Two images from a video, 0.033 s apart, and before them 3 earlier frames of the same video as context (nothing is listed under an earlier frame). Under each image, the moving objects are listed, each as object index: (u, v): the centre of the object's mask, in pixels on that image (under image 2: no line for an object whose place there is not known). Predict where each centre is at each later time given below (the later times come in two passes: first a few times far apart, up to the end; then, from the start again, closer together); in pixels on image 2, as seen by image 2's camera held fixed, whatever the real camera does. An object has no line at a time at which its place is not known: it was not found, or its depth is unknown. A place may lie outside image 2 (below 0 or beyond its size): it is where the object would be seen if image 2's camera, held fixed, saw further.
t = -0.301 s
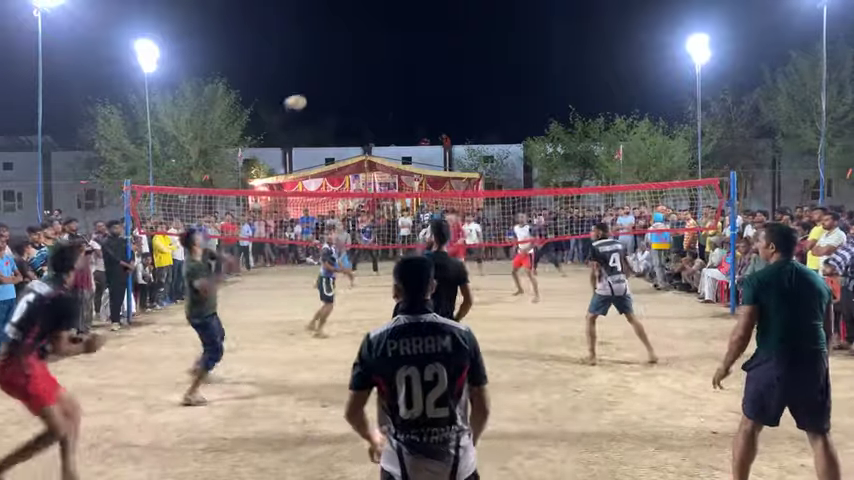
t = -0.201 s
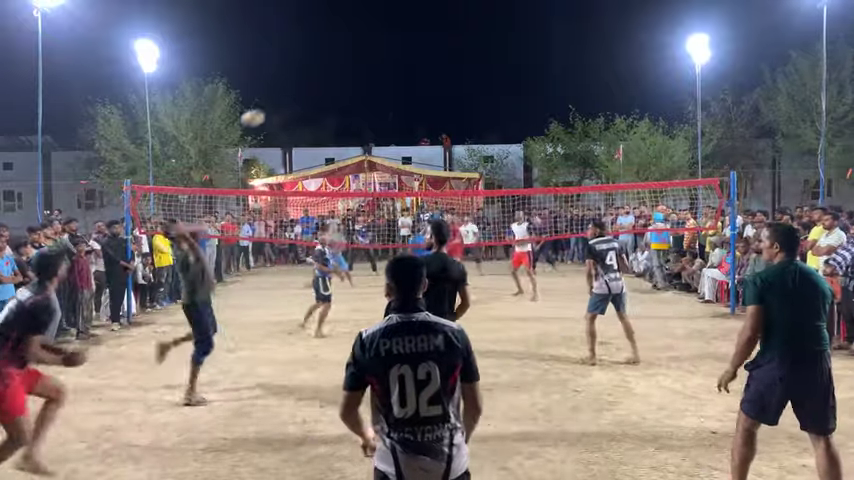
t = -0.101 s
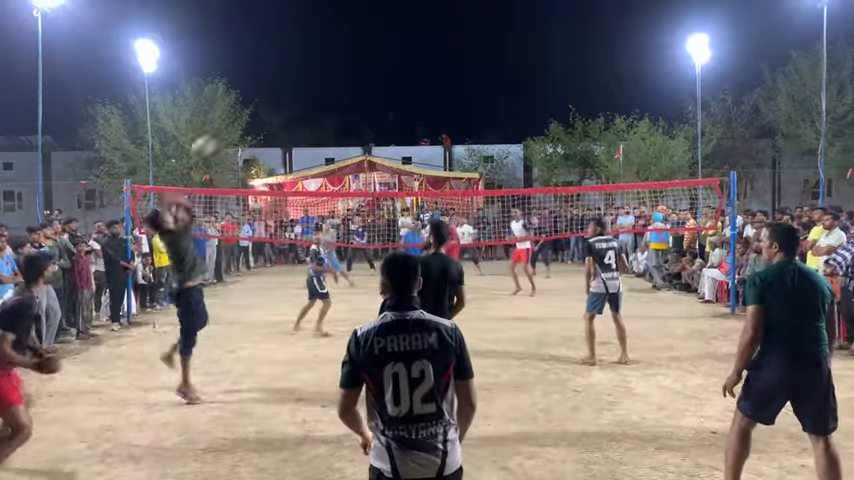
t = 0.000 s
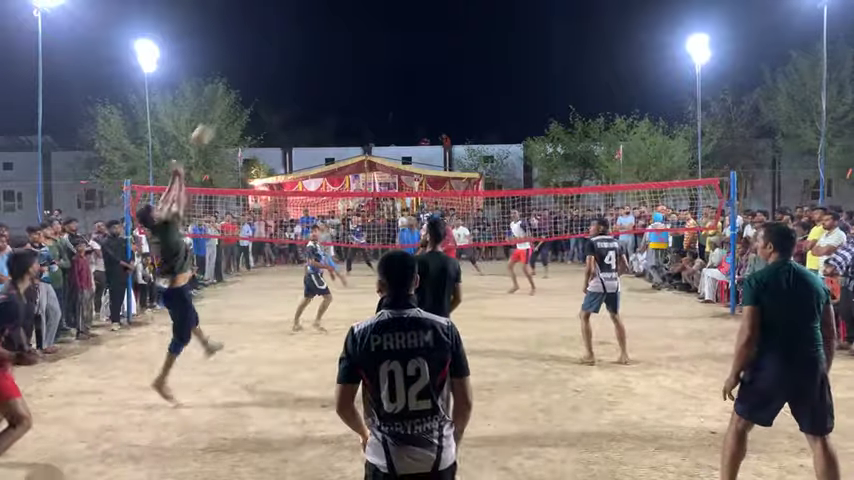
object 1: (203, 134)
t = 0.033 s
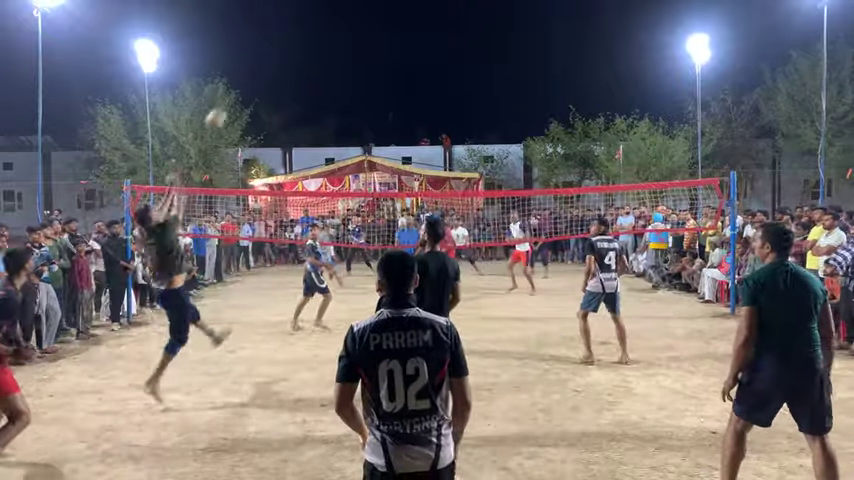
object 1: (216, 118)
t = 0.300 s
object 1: (293, 51)
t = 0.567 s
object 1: (340, 52)
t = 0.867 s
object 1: (375, 91)
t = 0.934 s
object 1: (381, 104)
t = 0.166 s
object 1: (260, 73)
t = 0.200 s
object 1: (269, 66)
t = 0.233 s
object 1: (278, 60)
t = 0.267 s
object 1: (286, 55)
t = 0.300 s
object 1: (293, 51)
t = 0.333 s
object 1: (300, 49)
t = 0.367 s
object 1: (307, 47)
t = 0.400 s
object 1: (313, 46)
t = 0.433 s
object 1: (319, 46)
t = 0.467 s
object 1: (324, 47)
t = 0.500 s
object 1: (330, 48)
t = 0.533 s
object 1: (336, 50)
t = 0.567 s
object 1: (340, 52)
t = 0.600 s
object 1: (345, 54)
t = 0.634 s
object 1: (350, 58)
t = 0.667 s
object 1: (354, 62)
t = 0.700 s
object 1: (358, 66)
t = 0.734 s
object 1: (361, 70)
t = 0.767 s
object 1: (365, 75)
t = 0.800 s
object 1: (369, 80)
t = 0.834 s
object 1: (372, 86)
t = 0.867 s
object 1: (375, 91)
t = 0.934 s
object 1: (381, 104)
